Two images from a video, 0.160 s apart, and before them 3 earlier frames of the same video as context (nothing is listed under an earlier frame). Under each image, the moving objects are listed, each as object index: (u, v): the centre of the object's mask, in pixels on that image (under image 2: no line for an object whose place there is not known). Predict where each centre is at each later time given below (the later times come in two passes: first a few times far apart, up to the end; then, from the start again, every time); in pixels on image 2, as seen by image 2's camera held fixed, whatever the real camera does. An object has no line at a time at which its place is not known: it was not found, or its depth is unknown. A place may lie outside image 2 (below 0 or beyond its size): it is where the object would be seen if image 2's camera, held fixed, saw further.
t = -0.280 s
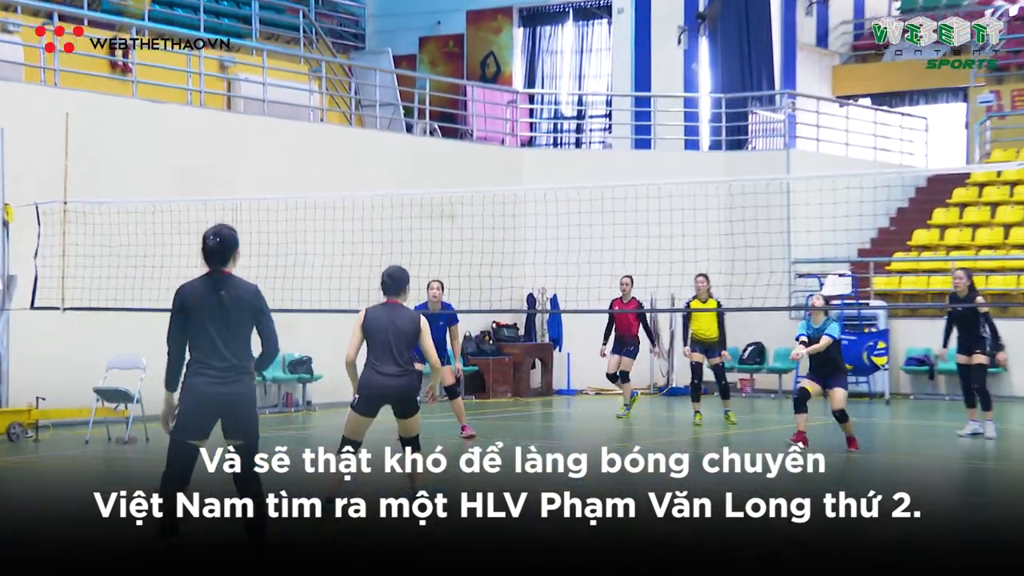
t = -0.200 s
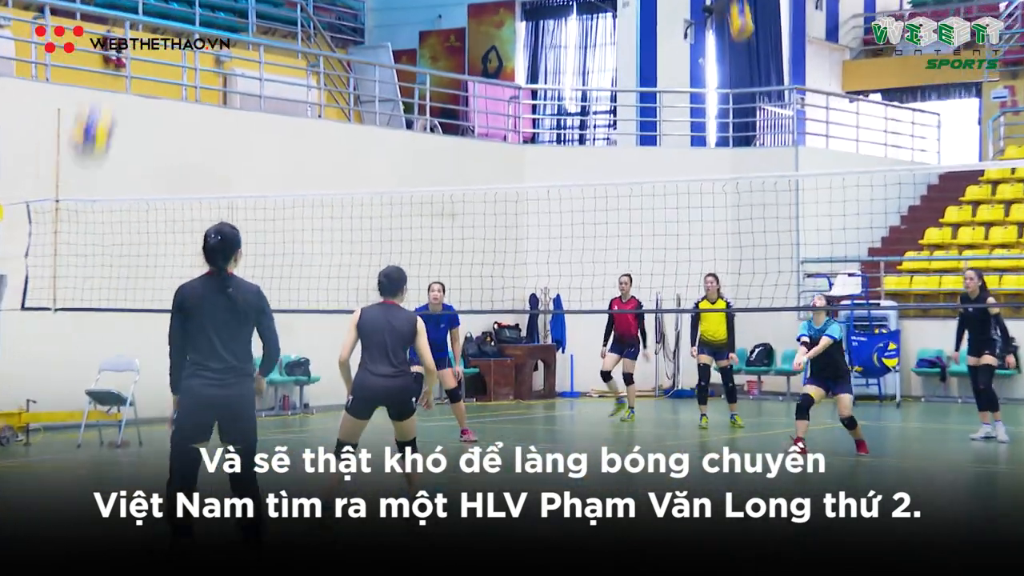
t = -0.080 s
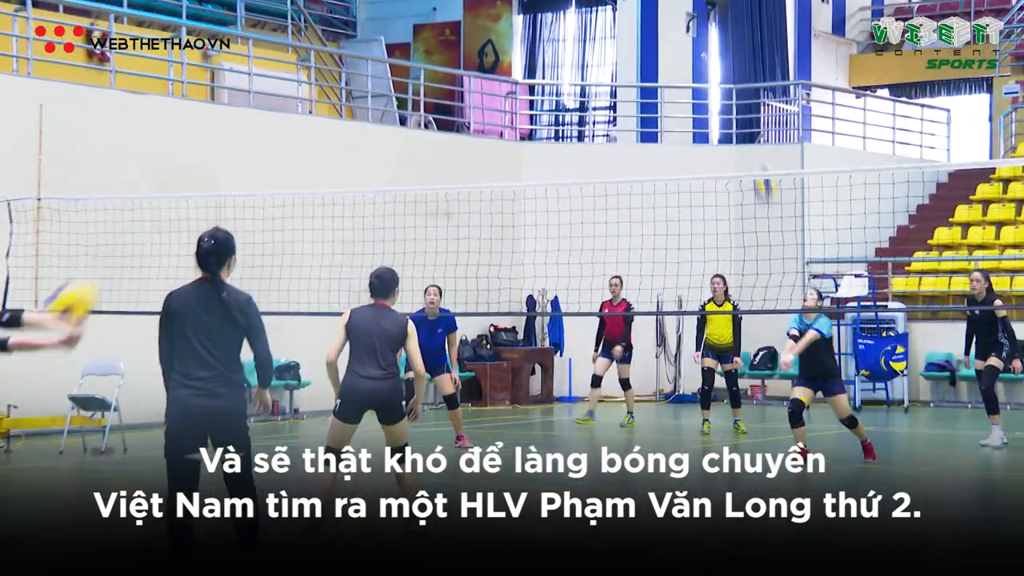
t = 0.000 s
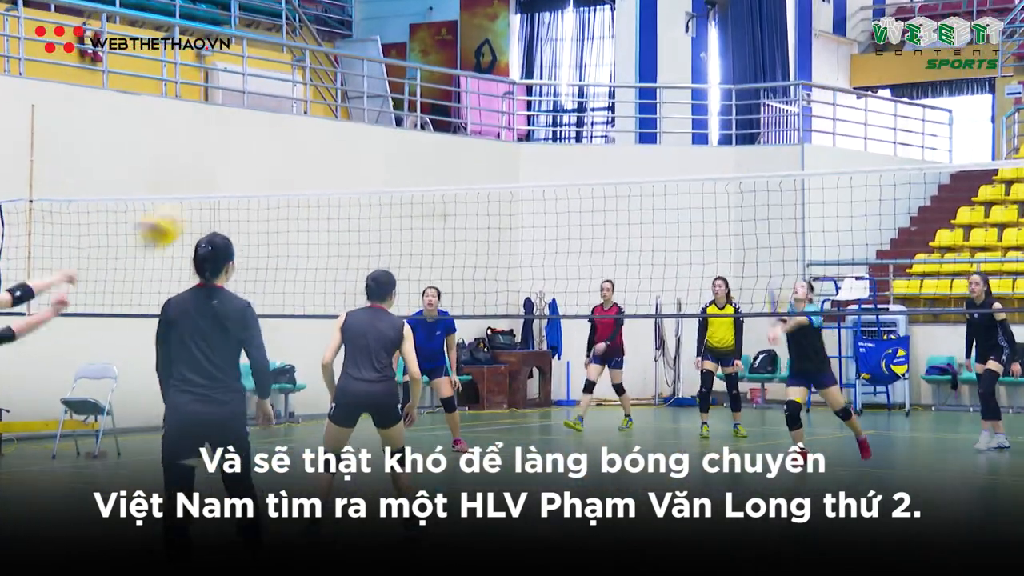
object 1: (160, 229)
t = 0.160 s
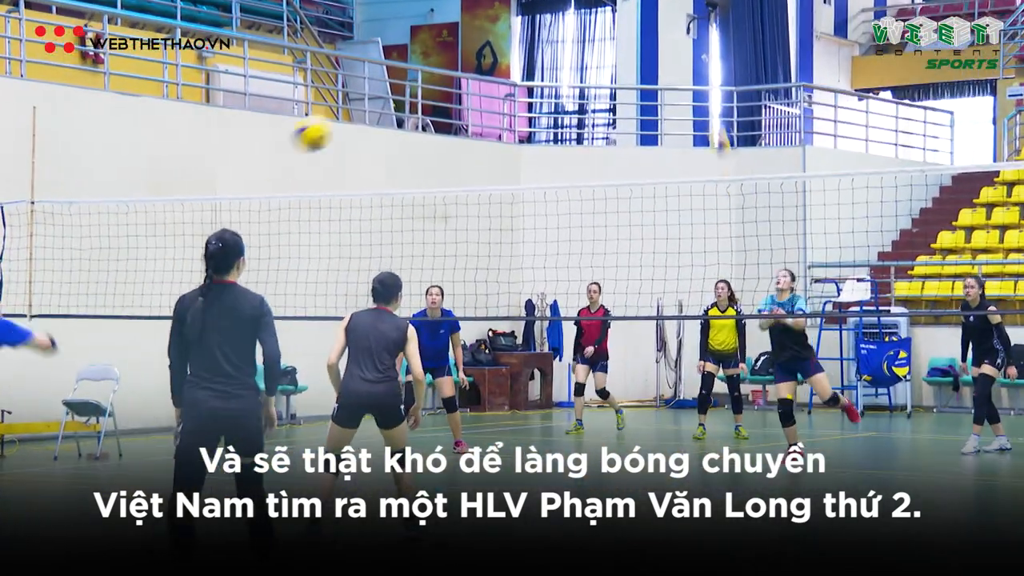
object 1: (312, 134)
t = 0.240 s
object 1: (374, 109)
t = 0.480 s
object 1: (518, 101)
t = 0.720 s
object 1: (622, 160)
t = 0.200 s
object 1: (345, 119)
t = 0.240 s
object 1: (374, 109)
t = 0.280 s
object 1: (402, 102)
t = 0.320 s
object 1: (427, 98)
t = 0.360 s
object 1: (451, 97)
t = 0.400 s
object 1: (476, 96)
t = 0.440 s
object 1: (497, 98)
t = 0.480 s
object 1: (518, 101)
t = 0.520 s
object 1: (536, 106)
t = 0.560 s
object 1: (554, 116)
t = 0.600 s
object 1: (574, 124)
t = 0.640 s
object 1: (589, 134)
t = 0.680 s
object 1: (606, 147)
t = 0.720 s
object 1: (622, 160)
